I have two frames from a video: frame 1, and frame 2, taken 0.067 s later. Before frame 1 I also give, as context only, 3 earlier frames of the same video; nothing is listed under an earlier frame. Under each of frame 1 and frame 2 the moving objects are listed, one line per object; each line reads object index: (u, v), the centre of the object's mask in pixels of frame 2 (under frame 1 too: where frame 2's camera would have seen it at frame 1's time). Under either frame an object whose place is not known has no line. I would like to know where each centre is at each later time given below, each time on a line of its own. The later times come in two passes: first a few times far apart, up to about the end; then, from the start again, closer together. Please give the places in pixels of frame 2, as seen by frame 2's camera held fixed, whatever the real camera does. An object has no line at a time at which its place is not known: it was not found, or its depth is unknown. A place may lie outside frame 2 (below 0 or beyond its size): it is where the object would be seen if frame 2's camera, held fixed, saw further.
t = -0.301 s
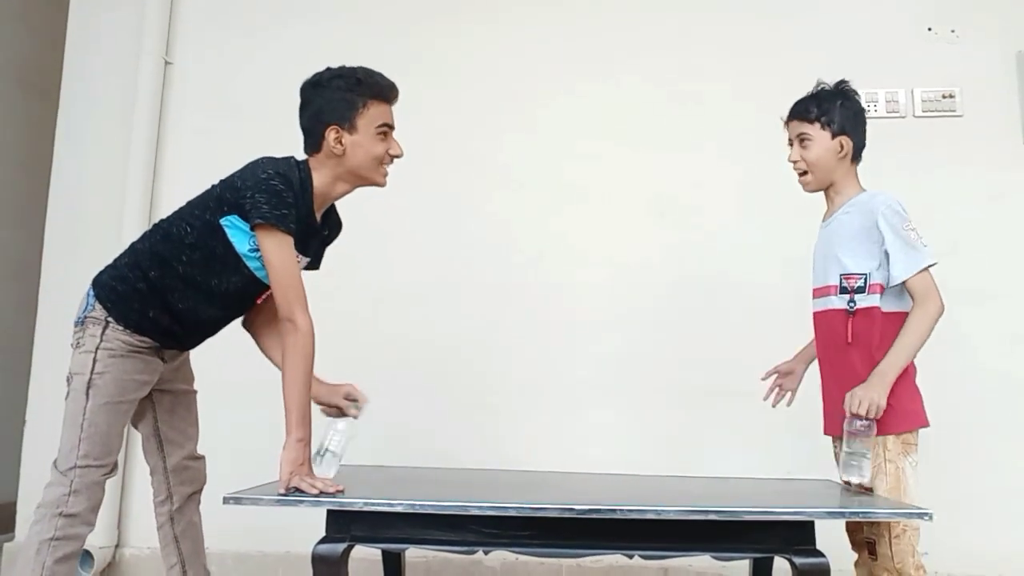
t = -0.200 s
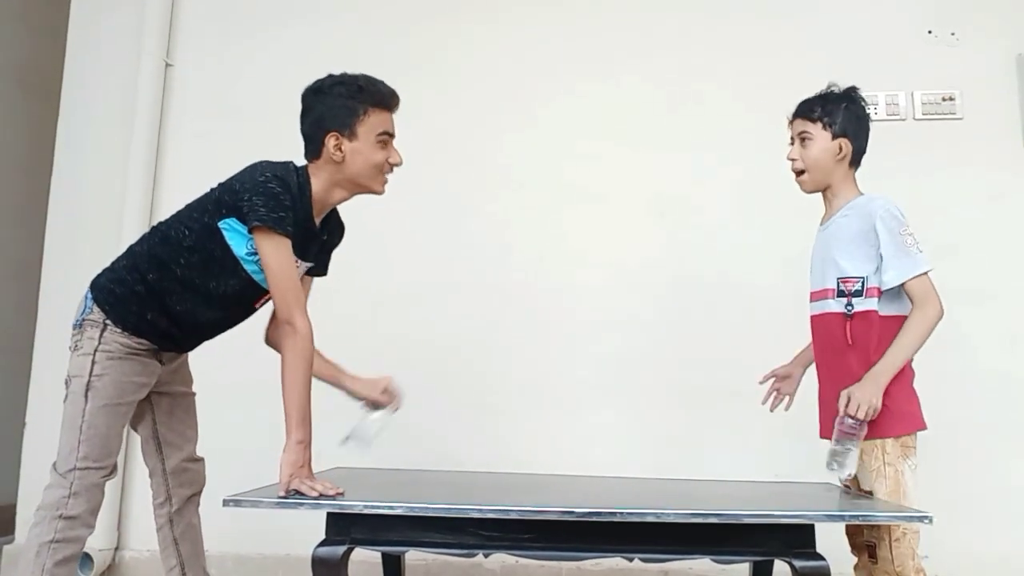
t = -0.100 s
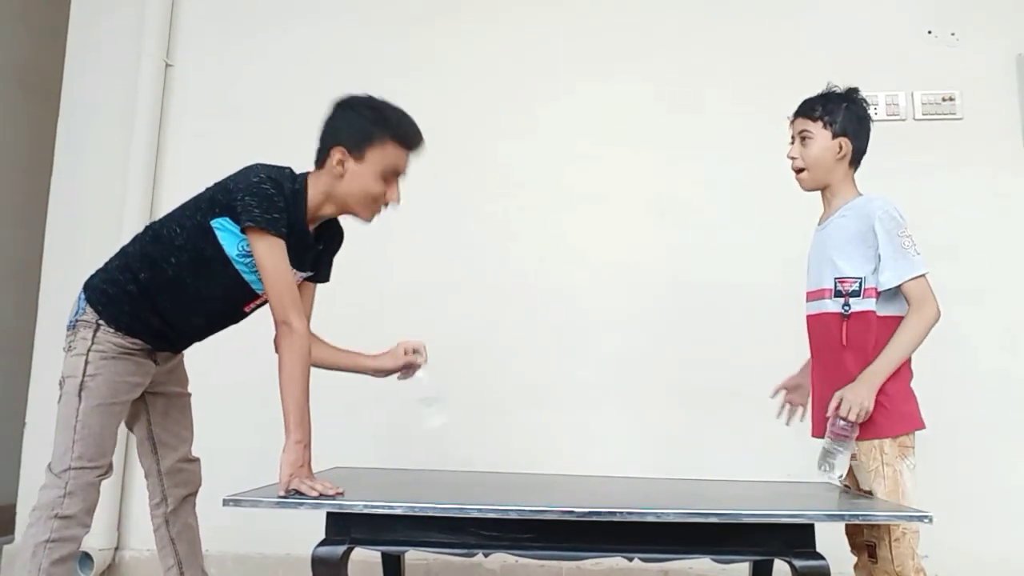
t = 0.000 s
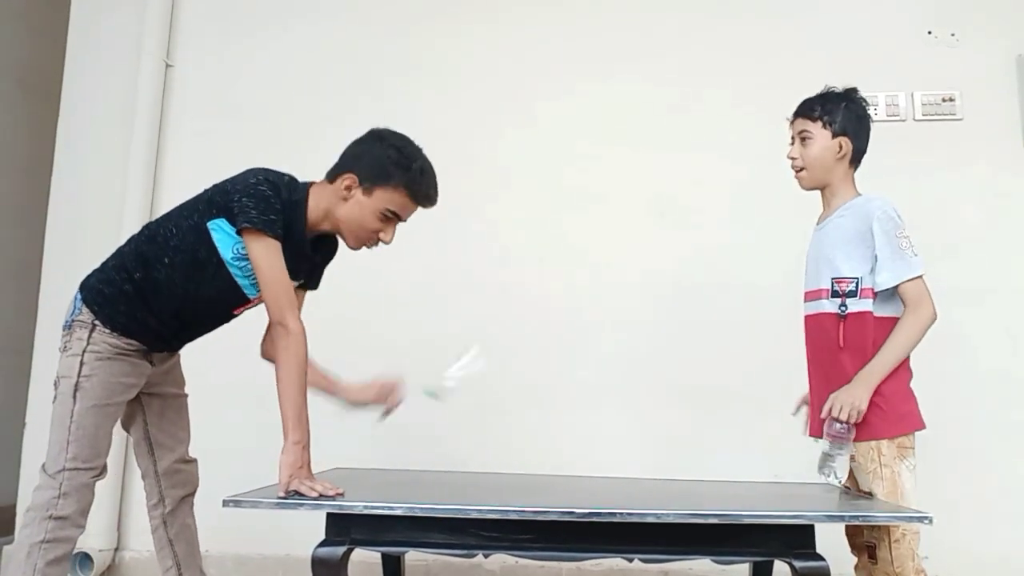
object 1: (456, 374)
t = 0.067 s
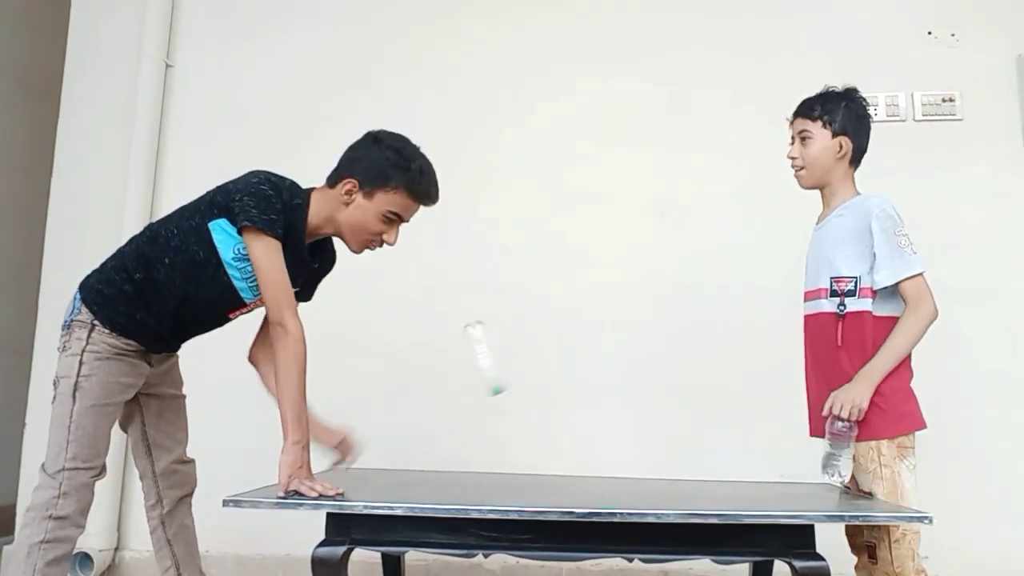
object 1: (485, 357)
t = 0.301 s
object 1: (518, 451)
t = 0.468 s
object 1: (546, 473)
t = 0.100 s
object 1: (495, 354)
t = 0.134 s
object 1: (503, 356)
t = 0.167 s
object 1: (507, 365)
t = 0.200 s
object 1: (508, 379)
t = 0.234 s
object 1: (511, 402)
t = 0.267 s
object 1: (519, 426)
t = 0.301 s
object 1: (518, 451)
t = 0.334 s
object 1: (525, 455)
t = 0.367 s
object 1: (532, 457)
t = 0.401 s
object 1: (538, 463)
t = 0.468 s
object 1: (546, 473)
